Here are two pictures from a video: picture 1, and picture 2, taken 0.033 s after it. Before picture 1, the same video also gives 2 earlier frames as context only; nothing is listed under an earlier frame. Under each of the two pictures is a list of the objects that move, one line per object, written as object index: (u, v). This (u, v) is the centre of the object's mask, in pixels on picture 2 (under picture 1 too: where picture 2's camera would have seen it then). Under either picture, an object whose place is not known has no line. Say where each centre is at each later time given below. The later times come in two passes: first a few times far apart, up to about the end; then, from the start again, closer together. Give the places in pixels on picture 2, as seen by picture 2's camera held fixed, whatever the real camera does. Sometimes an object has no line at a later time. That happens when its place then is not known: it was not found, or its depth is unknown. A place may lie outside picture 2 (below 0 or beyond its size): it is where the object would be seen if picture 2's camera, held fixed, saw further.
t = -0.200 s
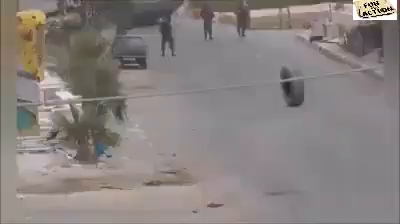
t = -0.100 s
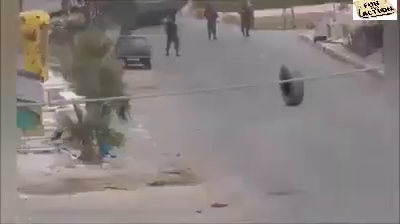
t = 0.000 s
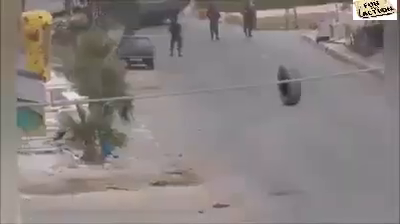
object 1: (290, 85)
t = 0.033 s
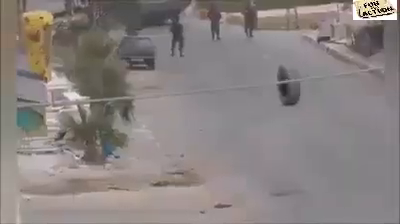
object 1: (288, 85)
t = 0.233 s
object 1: (276, 78)
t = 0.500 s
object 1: (266, 73)
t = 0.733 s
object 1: (255, 74)
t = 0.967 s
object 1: (248, 74)
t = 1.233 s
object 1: (238, 74)
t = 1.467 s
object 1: (230, 75)
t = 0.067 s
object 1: (286, 85)
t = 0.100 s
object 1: (282, 78)
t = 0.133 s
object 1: (280, 78)
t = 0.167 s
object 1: (279, 78)
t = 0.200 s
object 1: (277, 78)
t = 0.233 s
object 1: (276, 78)
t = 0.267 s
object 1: (275, 77)
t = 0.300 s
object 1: (274, 74)
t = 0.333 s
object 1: (272, 77)
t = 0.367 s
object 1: (271, 74)
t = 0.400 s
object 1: (270, 74)
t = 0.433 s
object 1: (269, 74)
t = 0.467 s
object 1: (267, 74)
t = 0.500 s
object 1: (266, 73)
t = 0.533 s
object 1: (262, 75)
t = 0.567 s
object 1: (261, 73)
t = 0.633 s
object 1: (259, 76)
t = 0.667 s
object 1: (258, 74)
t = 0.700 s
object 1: (257, 74)
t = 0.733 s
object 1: (255, 74)
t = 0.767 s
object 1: (255, 74)
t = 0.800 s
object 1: (253, 74)
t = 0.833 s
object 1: (253, 72)
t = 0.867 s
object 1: (253, 71)
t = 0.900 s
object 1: (251, 72)
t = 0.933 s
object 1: (249, 73)
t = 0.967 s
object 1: (248, 74)
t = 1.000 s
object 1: (247, 73)
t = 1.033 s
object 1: (245, 74)
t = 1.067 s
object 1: (244, 74)
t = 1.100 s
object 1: (242, 75)
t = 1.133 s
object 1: (241, 75)
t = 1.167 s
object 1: (240, 74)
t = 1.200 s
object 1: (239, 73)
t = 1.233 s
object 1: (238, 74)
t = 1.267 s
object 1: (237, 73)
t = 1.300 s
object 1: (236, 74)
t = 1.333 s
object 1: (234, 74)
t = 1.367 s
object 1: (233, 74)
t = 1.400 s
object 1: (232, 74)
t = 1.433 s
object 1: (232, 75)
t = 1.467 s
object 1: (230, 75)
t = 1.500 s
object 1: (229, 75)
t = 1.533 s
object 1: (227, 75)
